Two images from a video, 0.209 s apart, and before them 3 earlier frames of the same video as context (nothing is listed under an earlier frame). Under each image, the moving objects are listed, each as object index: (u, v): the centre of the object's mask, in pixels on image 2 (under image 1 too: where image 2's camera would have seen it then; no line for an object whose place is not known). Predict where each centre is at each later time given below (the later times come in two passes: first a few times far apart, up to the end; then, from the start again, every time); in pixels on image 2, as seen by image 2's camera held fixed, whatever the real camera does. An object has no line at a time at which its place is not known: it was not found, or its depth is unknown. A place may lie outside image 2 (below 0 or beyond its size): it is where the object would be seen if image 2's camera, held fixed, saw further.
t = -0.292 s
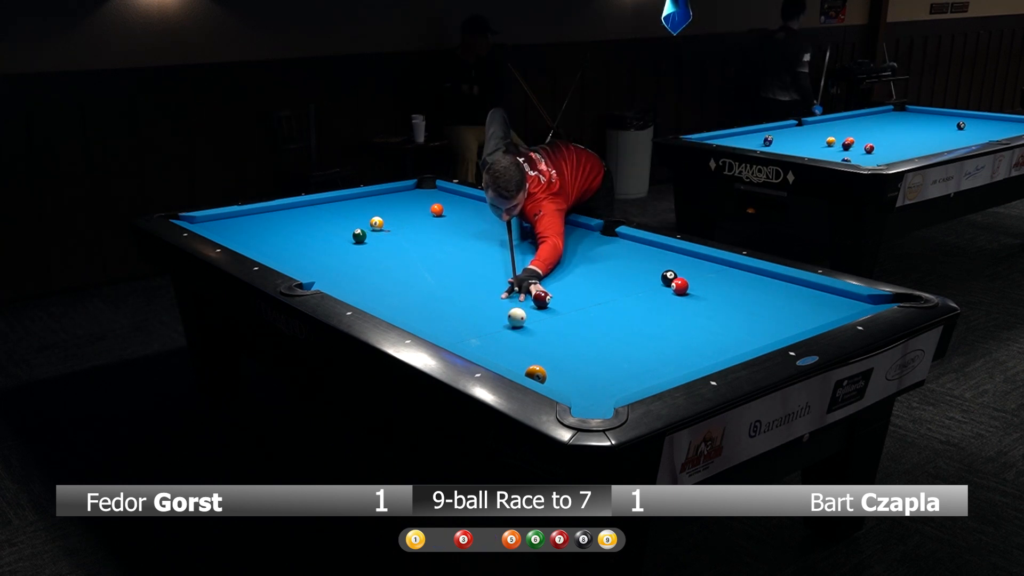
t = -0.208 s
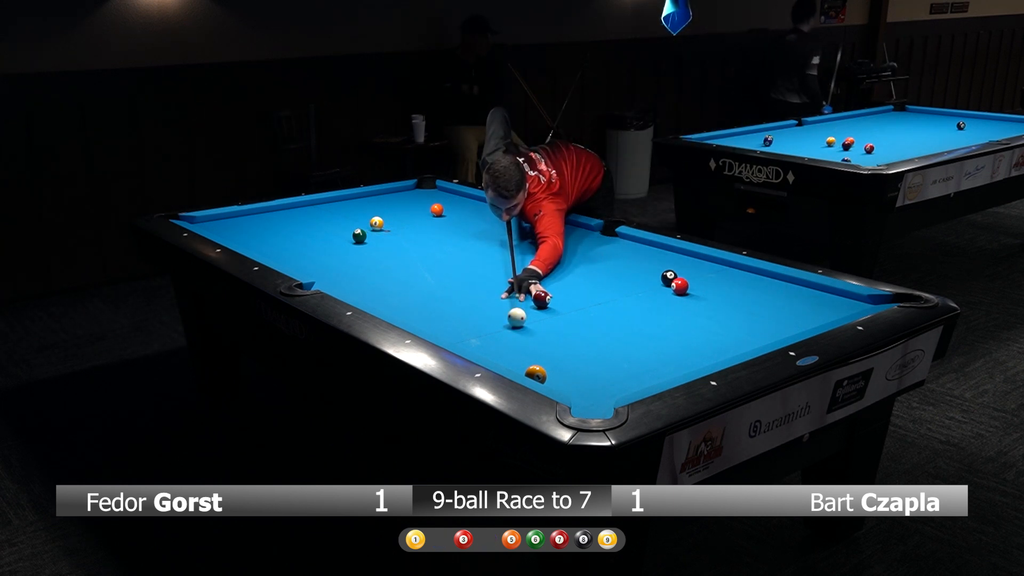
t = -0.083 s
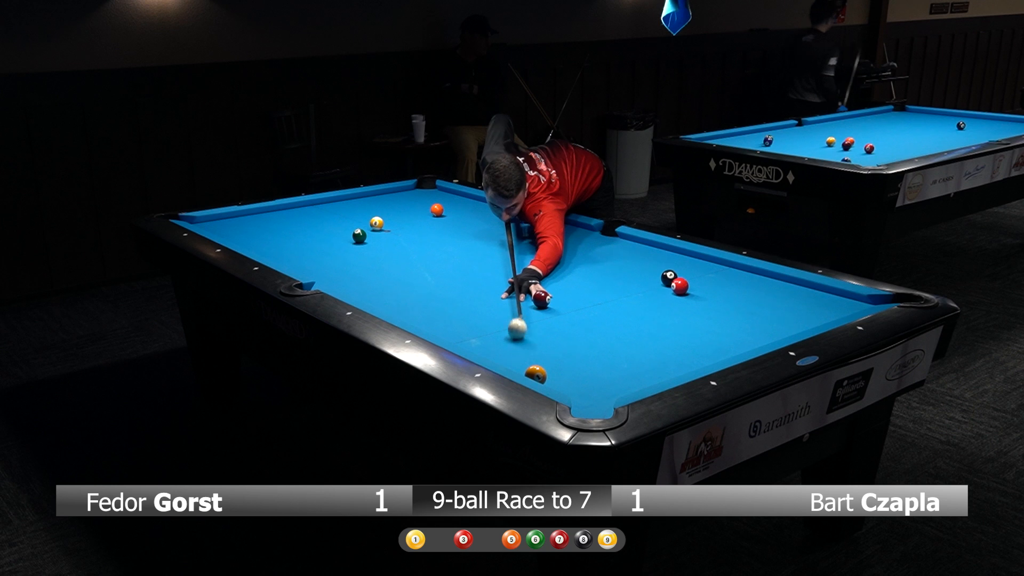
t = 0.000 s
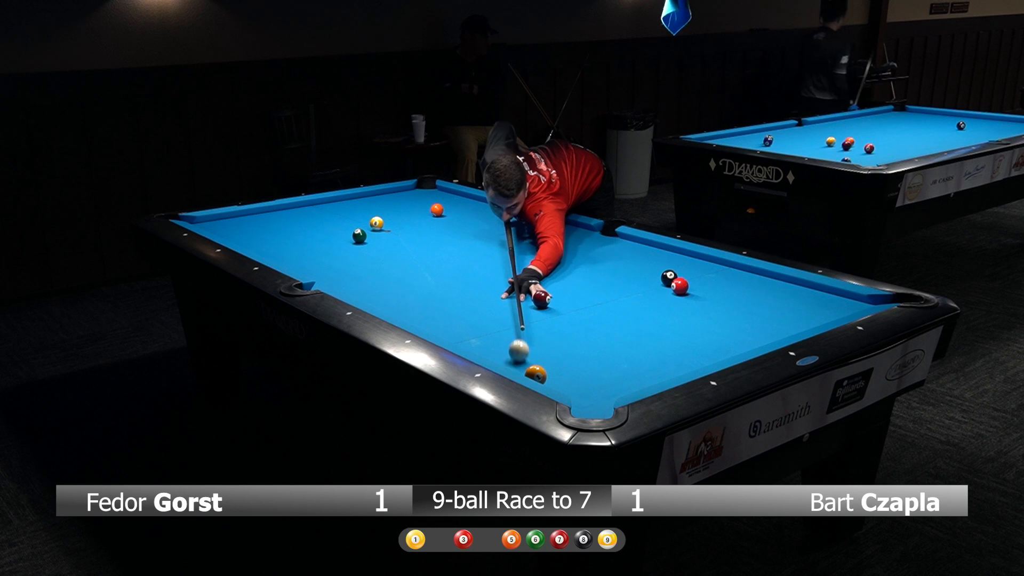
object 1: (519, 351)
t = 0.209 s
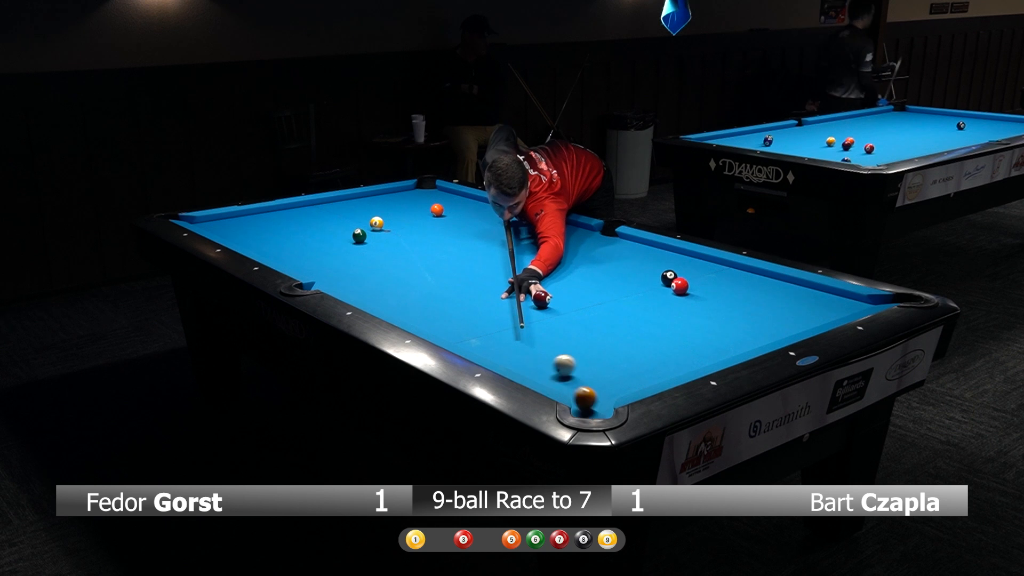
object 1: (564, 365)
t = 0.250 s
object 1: (578, 364)
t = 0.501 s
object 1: (661, 366)
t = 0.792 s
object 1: (703, 352)
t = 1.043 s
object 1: (711, 334)
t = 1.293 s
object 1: (719, 318)
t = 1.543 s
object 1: (725, 304)
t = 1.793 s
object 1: (730, 292)
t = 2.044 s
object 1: (735, 281)
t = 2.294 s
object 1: (740, 271)
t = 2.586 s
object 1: (722, 267)
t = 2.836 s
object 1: (697, 266)
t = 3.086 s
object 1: (675, 265)
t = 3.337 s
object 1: (653, 265)
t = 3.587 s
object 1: (634, 264)
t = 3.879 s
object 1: (613, 264)
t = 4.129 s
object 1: (596, 263)
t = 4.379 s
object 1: (582, 263)
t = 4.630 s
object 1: (568, 263)
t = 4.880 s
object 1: (556, 262)
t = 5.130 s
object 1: (545, 262)
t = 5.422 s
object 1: (534, 262)
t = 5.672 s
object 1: (526, 262)
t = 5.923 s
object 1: (519, 261)
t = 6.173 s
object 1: (514, 261)
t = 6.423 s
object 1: (509, 261)
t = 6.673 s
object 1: (506, 261)
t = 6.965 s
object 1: (505, 261)
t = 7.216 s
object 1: (505, 261)
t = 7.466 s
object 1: (505, 261)
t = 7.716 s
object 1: (505, 261)
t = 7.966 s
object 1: (505, 261)
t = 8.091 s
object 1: (505, 261)
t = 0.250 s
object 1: (578, 364)
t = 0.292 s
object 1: (592, 364)
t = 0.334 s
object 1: (606, 365)
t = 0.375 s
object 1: (620, 365)
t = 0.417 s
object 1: (633, 365)
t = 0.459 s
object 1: (647, 366)
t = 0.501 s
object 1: (661, 366)
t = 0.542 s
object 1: (674, 366)
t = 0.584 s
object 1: (688, 364)
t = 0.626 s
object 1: (696, 362)
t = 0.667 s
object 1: (698, 360)
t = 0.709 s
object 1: (700, 358)
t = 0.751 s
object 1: (701, 355)
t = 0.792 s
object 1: (703, 352)
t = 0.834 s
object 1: (704, 349)
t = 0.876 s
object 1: (706, 345)
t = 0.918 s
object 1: (707, 343)
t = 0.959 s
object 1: (709, 340)
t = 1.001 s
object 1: (710, 337)
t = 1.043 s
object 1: (711, 334)
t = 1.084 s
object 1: (713, 331)
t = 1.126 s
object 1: (714, 329)
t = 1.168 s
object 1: (715, 326)
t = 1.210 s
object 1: (716, 323)
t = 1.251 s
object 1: (718, 321)
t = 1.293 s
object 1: (719, 318)
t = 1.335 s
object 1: (720, 316)
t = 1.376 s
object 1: (721, 313)
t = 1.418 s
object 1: (722, 311)
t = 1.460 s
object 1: (723, 309)
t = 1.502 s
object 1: (724, 307)
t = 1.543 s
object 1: (725, 304)
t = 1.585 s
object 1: (726, 302)
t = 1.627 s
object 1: (727, 300)
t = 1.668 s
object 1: (728, 298)
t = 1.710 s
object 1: (729, 296)
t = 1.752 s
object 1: (730, 294)
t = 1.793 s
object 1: (730, 292)
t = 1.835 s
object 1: (731, 290)
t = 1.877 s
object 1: (732, 288)
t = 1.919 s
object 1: (733, 286)
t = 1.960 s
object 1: (734, 284)
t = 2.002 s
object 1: (735, 282)
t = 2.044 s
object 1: (735, 281)
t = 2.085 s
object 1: (736, 279)
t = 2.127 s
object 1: (737, 277)
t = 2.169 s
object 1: (738, 276)
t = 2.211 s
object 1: (738, 274)
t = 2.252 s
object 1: (739, 273)
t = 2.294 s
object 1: (740, 271)
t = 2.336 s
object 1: (740, 270)
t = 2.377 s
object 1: (741, 268)
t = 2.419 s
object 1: (739, 267)
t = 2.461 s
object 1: (735, 267)
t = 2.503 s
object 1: (730, 267)
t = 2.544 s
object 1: (726, 267)
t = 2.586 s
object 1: (722, 267)
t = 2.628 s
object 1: (718, 267)
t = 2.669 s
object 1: (713, 266)
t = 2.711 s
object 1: (709, 266)
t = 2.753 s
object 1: (705, 266)
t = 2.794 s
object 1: (701, 266)
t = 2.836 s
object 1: (697, 266)
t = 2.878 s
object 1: (694, 266)
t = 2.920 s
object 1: (690, 266)
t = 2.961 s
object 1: (686, 266)
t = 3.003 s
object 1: (682, 266)
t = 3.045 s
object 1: (679, 265)
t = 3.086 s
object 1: (675, 265)
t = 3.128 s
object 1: (671, 264)
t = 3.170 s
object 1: (667, 264)
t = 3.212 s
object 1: (663, 264)
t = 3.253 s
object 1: (660, 265)
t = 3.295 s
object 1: (657, 265)
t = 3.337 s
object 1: (653, 265)
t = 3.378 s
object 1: (650, 265)
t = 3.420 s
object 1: (647, 265)
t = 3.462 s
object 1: (643, 265)
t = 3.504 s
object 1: (640, 265)
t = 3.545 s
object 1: (637, 264)
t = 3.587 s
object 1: (634, 264)
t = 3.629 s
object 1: (631, 264)
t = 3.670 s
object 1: (628, 264)
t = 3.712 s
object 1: (625, 264)
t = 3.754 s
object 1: (622, 264)
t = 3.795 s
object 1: (619, 264)
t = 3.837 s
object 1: (616, 264)
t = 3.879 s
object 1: (613, 264)
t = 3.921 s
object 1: (610, 264)
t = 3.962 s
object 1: (607, 264)
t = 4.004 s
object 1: (604, 264)
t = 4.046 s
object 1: (602, 264)
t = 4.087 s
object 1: (599, 263)
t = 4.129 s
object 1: (596, 263)
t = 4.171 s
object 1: (594, 263)
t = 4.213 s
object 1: (591, 263)
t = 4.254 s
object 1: (589, 263)
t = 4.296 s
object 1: (586, 263)
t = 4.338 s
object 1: (584, 263)
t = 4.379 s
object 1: (582, 263)
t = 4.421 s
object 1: (579, 263)
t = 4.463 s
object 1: (577, 263)
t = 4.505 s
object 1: (574, 263)
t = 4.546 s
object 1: (572, 263)
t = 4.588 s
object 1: (570, 263)
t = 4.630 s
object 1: (568, 263)
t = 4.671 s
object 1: (566, 263)
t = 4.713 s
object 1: (564, 262)
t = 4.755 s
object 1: (562, 262)
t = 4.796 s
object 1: (560, 262)
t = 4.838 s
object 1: (558, 262)
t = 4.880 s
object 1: (556, 262)
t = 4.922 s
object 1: (554, 262)
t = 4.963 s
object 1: (552, 262)
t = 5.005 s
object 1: (550, 262)
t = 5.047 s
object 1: (548, 262)
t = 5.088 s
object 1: (547, 262)
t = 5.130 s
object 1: (545, 262)
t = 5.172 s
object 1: (543, 262)
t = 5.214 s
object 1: (542, 262)
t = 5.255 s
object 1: (540, 262)
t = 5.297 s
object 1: (538, 262)
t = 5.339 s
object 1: (537, 262)
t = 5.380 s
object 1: (535, 262)
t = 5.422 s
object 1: (534, 262)
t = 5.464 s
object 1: (533, 262)
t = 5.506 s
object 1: (531, 262)
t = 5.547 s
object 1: (530, 262)
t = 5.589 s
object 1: (528, 262)
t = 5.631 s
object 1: (527, 262)
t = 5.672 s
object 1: (526, 262)
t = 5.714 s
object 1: (525, 261)
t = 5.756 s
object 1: (523, 261)
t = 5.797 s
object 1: (522, 261)
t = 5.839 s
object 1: (521, 261)
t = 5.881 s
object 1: (520, 261)
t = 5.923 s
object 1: (519, 261)
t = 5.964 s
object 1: (518, 261)
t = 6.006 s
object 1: (517, 261)
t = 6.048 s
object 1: (516, 261)
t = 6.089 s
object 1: (515, 261)
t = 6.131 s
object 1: (515, 261)
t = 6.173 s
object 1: (514, 261)
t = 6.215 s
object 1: (513, 261)
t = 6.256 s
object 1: (512, 261)
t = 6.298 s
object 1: (511, 261)
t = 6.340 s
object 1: (511, 261)
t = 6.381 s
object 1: (510, 261)
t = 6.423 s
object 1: (509, 261)
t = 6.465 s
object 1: (509, 261)
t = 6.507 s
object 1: (508, 261)
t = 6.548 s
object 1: (508, 261)
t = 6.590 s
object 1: (507, 261)
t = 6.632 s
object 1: (507, 261)
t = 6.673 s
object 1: (506, 261)
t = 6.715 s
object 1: (506, 261)
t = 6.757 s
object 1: (506, 261)
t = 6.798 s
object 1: (505, 261)
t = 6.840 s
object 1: (505, 261)
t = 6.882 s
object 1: (505, 261)
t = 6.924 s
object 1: (505, 261)
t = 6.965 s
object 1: (505, 261)
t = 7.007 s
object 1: (505, 261)
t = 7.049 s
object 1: (505, 261)
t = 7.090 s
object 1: (505, 261)
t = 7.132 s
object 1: (505, 261)
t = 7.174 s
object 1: (505, 261)
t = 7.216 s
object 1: (505, 261)
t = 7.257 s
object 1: (505, 261)
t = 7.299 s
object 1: (505, 261)
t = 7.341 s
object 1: (505, 261)
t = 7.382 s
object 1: (505, 261)
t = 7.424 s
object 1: (505, 261)
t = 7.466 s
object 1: (505, 261)
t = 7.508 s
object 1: (505, 261)
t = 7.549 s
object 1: (505, 261)
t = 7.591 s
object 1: (505, 261)
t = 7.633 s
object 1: (505, 261)
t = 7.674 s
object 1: (505, 261)
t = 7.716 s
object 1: (505, 261)
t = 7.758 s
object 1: (505, 261)
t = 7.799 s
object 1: (505, 261)
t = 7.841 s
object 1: (505, 261)
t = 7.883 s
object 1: (505, 261)
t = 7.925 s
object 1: (505, 261)
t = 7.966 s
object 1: (505, 261)
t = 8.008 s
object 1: (505, 261)
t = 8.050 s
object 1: (505, 261)
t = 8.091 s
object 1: (505, 261)
